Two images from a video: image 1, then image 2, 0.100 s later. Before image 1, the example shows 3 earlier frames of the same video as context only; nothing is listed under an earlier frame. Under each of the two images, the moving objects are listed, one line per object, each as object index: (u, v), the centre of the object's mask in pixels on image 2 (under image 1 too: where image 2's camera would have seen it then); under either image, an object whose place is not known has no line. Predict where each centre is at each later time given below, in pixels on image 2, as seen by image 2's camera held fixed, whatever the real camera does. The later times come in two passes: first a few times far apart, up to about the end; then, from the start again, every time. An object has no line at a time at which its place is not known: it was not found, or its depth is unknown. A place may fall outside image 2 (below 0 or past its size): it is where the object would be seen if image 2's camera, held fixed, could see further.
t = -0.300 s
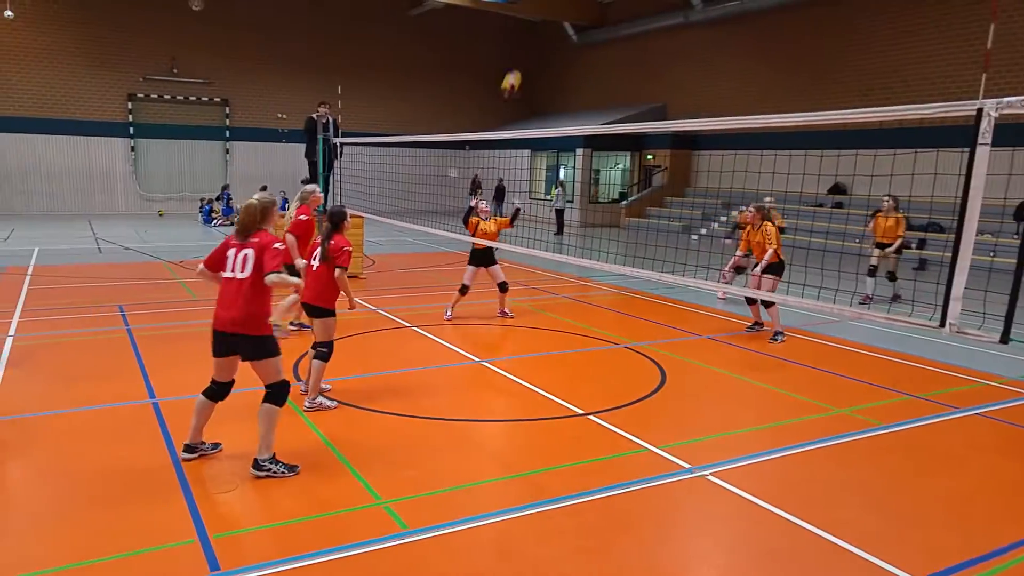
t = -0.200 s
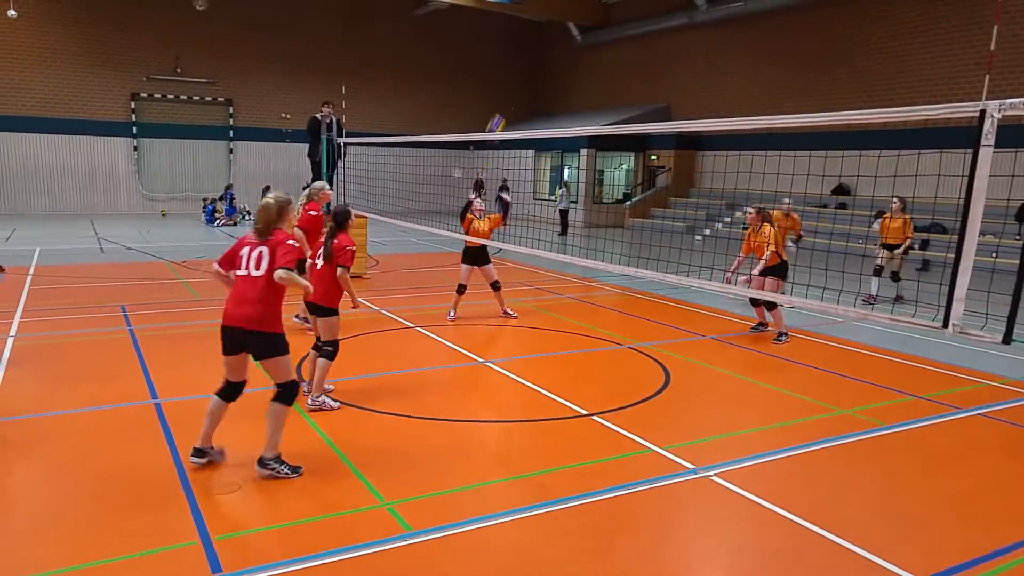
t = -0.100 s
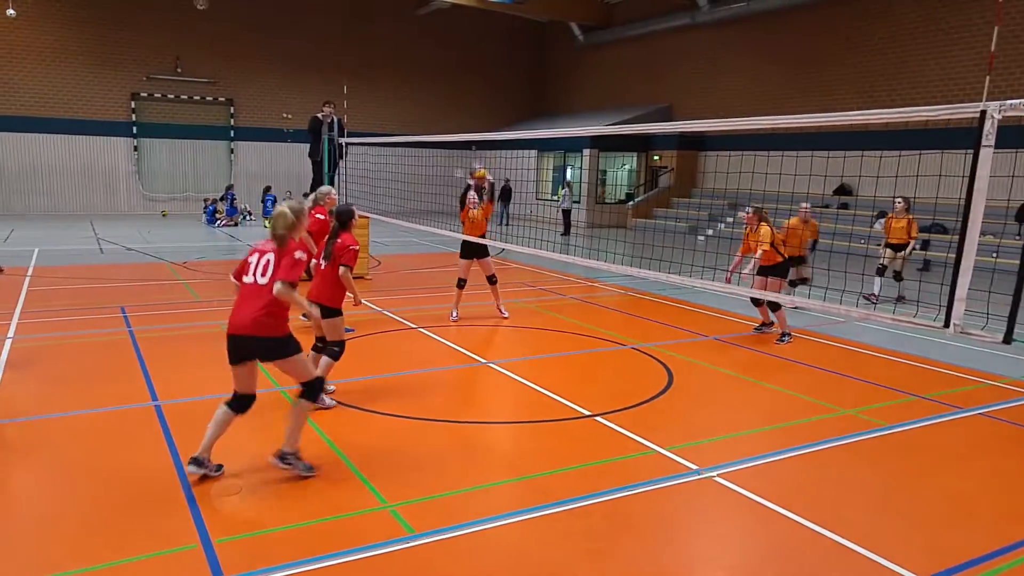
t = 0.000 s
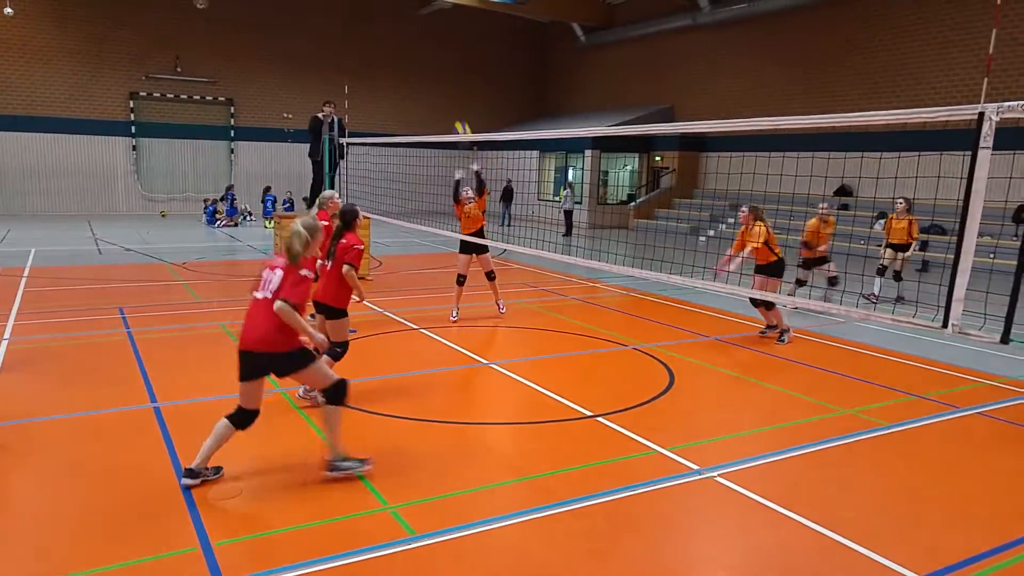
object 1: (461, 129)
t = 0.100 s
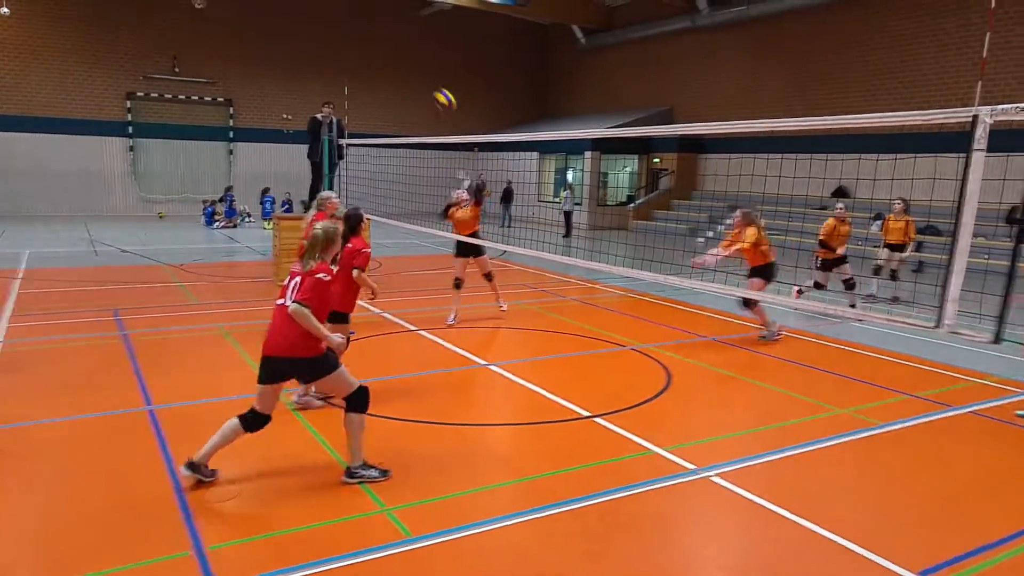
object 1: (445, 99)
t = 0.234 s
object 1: (421, 66)
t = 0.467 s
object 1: (376, 47)
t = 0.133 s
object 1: (439, 89)
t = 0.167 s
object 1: (433, 81)
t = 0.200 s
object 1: (427, 73)
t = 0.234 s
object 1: (421, 66)
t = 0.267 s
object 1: (415, 61)
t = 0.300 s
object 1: (409, 56)
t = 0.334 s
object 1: (403, 53)
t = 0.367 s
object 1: (396, 50)
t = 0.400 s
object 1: (389, 47)
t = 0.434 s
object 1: (382, 46)
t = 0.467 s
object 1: (376, 47)
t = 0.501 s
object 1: (369, 48)
